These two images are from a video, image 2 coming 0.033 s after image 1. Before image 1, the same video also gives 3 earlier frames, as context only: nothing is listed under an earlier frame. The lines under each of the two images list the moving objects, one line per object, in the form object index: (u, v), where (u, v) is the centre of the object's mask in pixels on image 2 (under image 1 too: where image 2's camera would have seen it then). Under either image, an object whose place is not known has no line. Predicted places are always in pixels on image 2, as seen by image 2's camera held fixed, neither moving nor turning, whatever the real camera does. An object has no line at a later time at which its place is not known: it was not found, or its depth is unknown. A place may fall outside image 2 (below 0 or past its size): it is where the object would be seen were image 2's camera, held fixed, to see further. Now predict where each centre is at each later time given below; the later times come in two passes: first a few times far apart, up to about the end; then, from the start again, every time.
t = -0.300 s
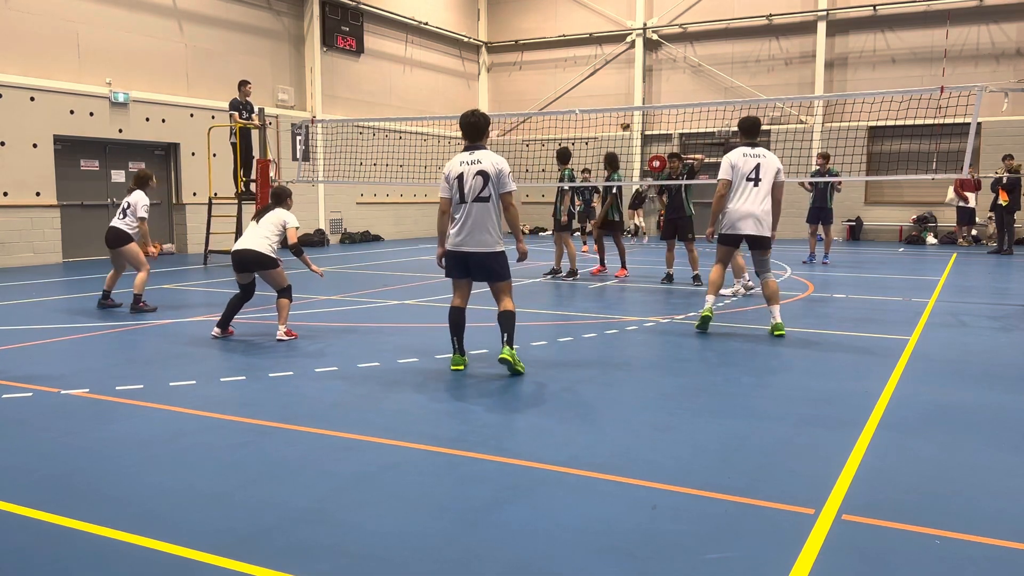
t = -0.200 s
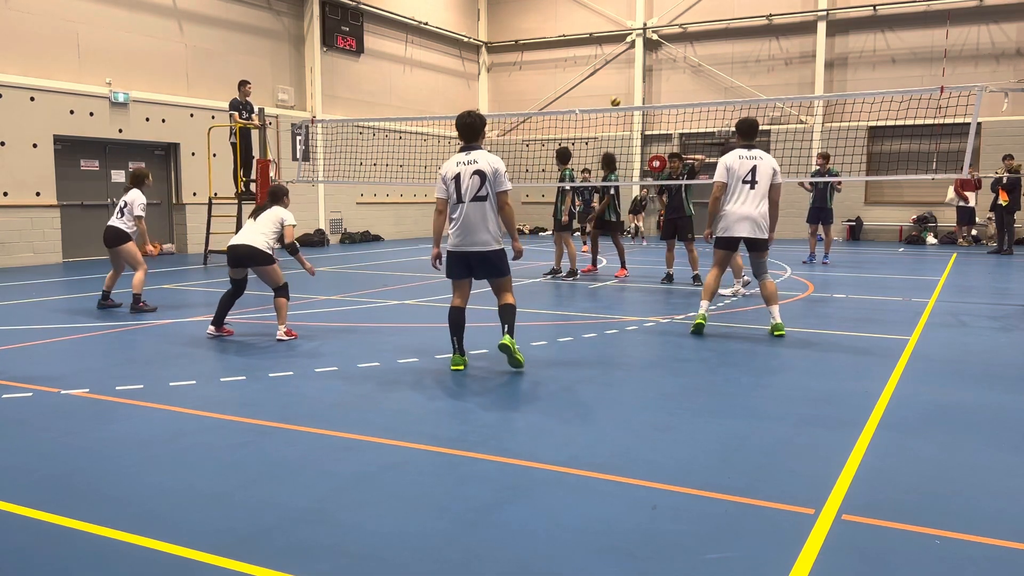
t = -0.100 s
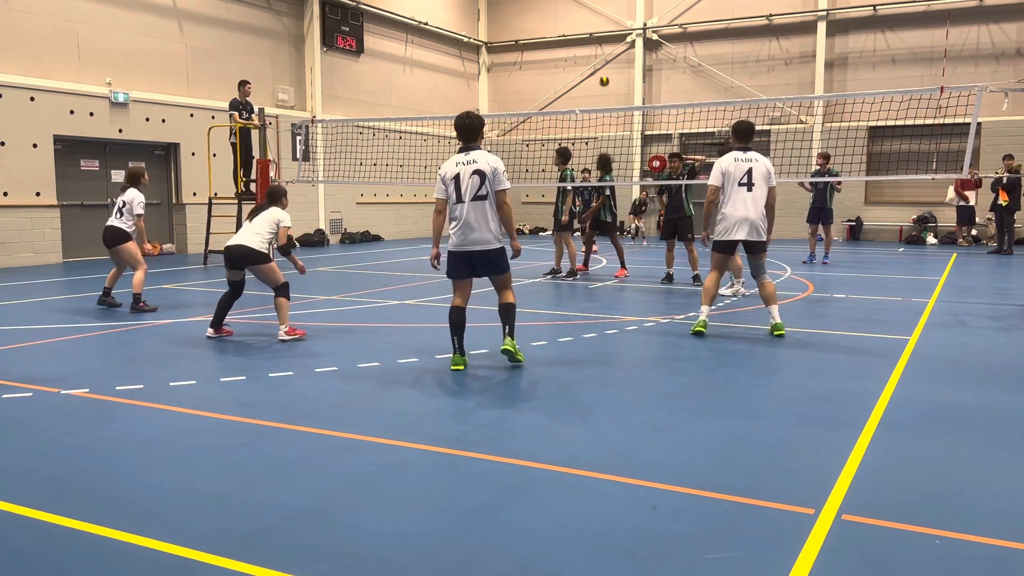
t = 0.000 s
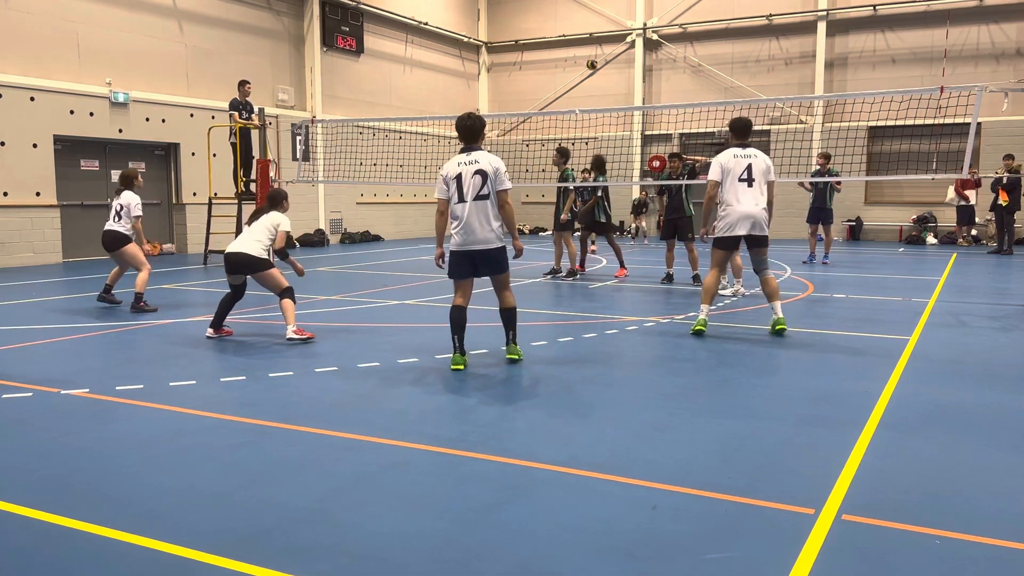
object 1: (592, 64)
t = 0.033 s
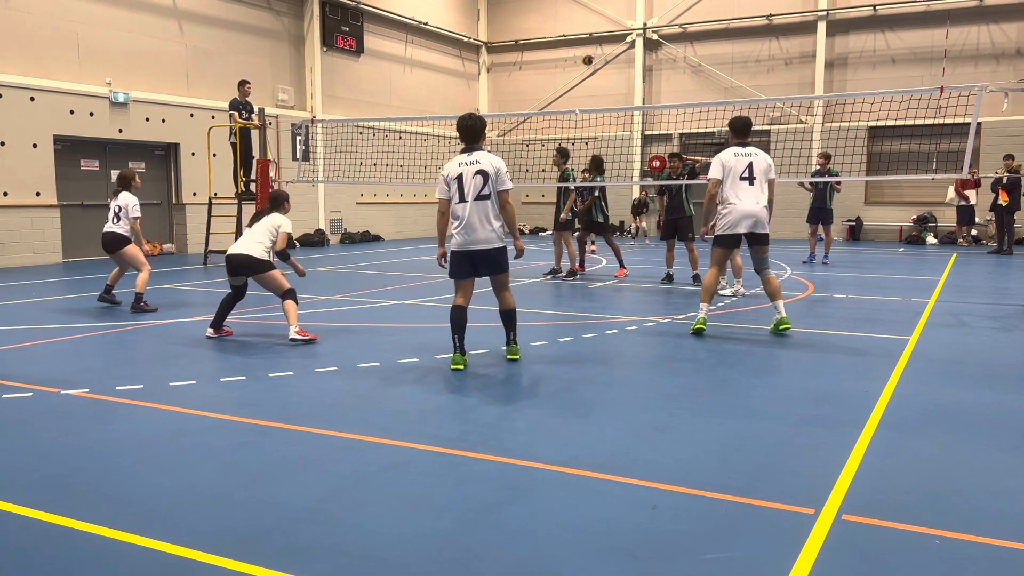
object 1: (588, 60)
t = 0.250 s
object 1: (557, 36)
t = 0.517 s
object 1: (508, 51)
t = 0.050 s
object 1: (585, 57)
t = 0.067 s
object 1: (584, 55)
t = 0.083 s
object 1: (581, 53)
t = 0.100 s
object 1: (579, 50)
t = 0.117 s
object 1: (577, 48)
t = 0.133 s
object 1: (575, 47)
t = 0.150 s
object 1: (573, 45)
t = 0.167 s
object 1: (570, 43)
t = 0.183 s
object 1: (567, 41)
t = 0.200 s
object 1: (565, 40)
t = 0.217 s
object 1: (562, 38)
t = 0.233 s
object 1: (560, 37)
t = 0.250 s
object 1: (557, 36)
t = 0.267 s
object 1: (554, 35)
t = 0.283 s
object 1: (551, 35)
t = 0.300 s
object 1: (548, 34)
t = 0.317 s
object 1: (545, 34)
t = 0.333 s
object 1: (543, 35)
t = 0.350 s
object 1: (540, 35)
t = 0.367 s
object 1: (537, 35)
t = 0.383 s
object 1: (533, 35)
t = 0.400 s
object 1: (530, 37)
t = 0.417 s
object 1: (527, 38)
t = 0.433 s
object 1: (524, 40)
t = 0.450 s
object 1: (521, 41)
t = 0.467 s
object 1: (518, 44)
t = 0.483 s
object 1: (515, 46)
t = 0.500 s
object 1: (511, 48)
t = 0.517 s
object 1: (508, 51)
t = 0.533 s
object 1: (505, 54)
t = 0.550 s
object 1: (501, 58)
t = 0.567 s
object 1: (498, 62)
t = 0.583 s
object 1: (494, 66)
